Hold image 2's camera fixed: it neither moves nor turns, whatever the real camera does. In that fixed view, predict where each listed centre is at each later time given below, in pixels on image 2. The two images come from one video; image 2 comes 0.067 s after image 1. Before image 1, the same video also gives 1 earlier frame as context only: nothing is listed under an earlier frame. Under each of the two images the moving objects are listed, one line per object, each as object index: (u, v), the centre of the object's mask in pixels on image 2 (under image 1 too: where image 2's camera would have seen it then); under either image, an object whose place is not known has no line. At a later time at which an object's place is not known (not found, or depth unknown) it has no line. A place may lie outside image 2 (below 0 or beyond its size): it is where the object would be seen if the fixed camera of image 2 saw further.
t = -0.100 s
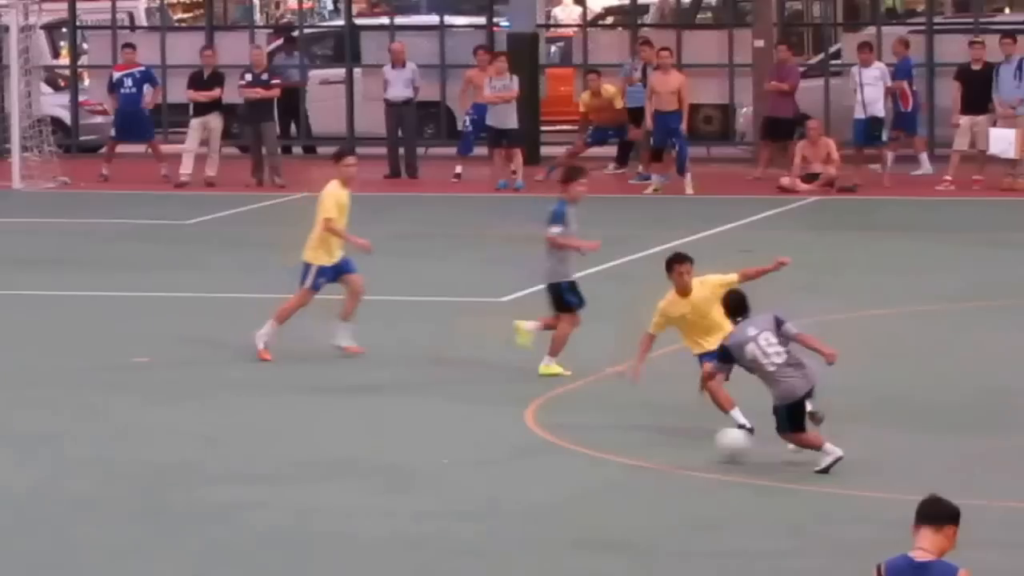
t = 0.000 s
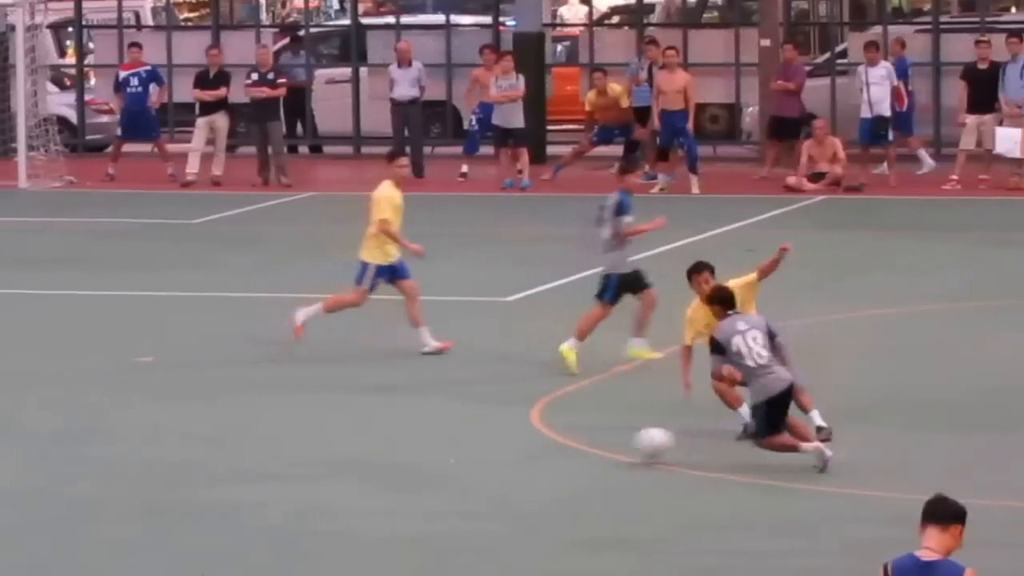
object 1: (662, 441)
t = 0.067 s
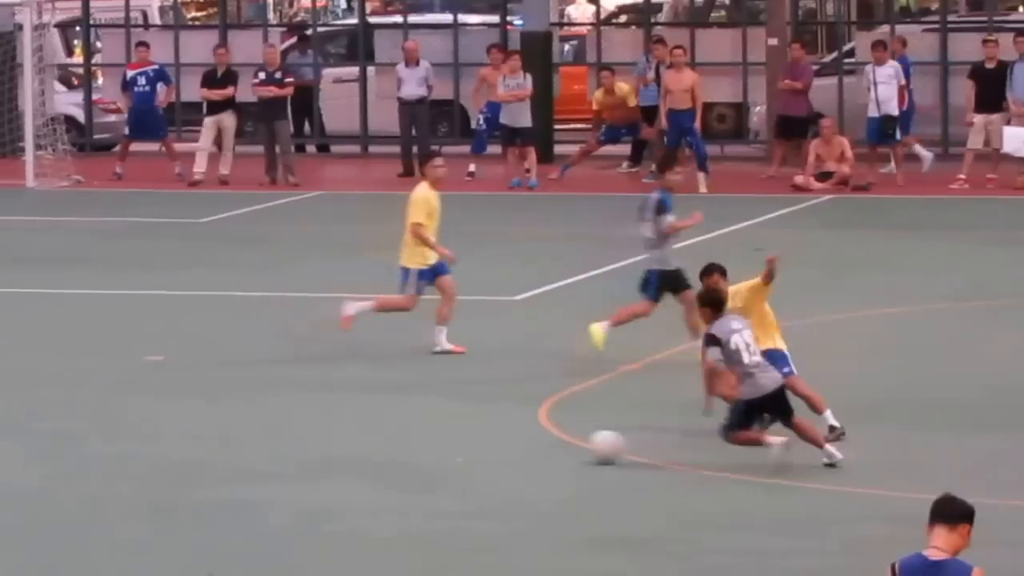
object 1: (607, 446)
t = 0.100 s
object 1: (581, 444)
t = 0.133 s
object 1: (556, 446)
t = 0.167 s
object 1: (530, 447)
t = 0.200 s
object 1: (506, 449)
